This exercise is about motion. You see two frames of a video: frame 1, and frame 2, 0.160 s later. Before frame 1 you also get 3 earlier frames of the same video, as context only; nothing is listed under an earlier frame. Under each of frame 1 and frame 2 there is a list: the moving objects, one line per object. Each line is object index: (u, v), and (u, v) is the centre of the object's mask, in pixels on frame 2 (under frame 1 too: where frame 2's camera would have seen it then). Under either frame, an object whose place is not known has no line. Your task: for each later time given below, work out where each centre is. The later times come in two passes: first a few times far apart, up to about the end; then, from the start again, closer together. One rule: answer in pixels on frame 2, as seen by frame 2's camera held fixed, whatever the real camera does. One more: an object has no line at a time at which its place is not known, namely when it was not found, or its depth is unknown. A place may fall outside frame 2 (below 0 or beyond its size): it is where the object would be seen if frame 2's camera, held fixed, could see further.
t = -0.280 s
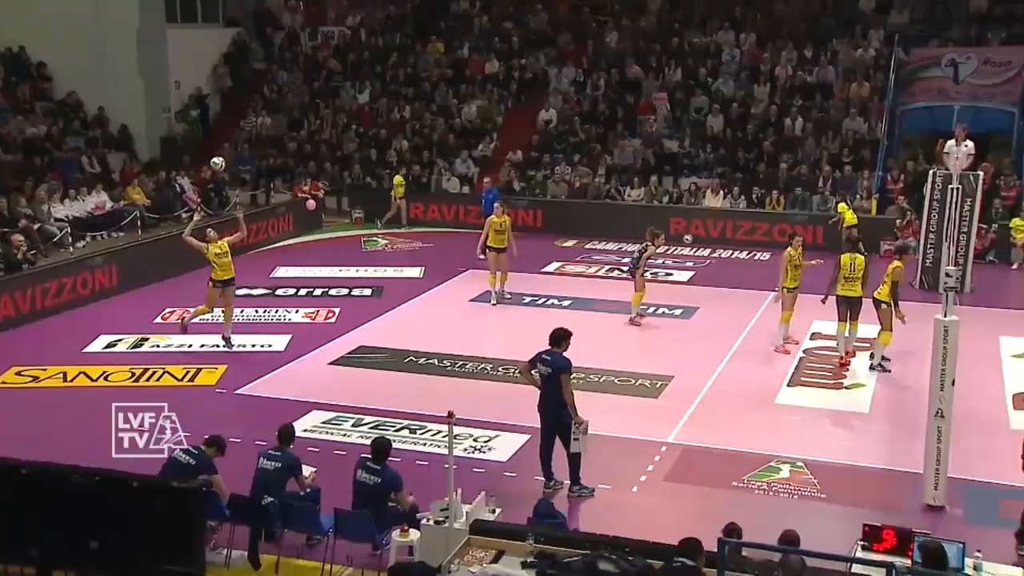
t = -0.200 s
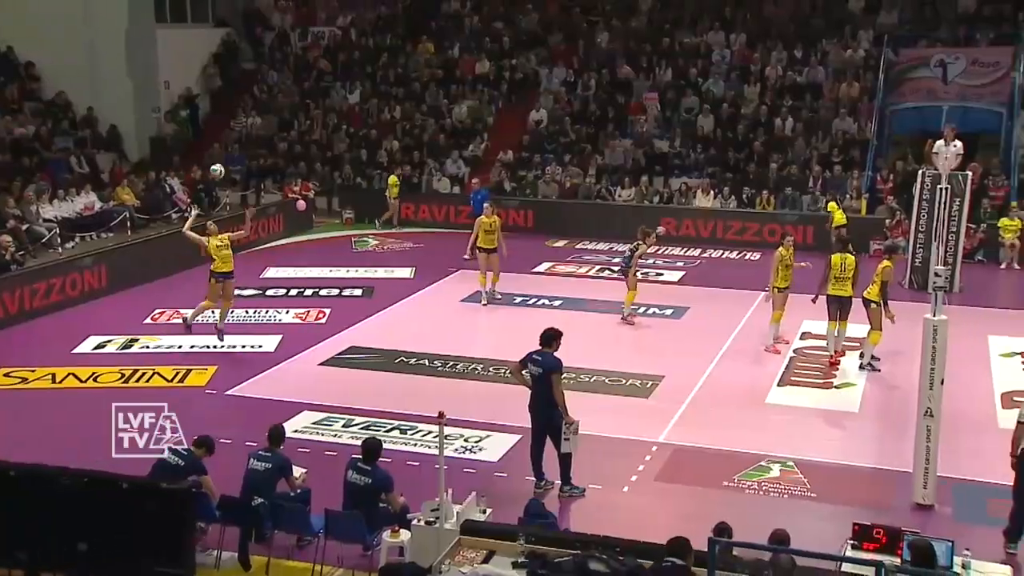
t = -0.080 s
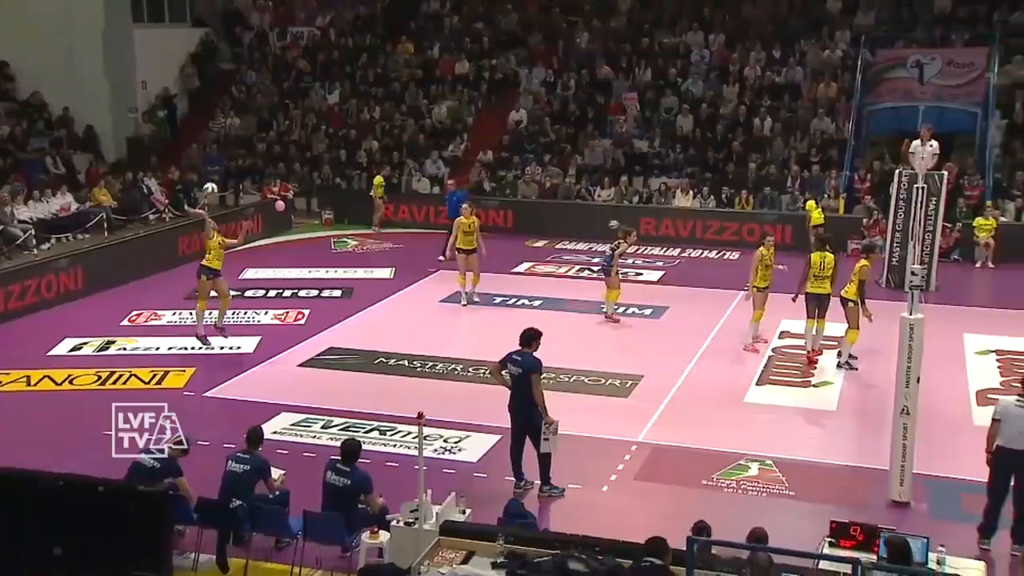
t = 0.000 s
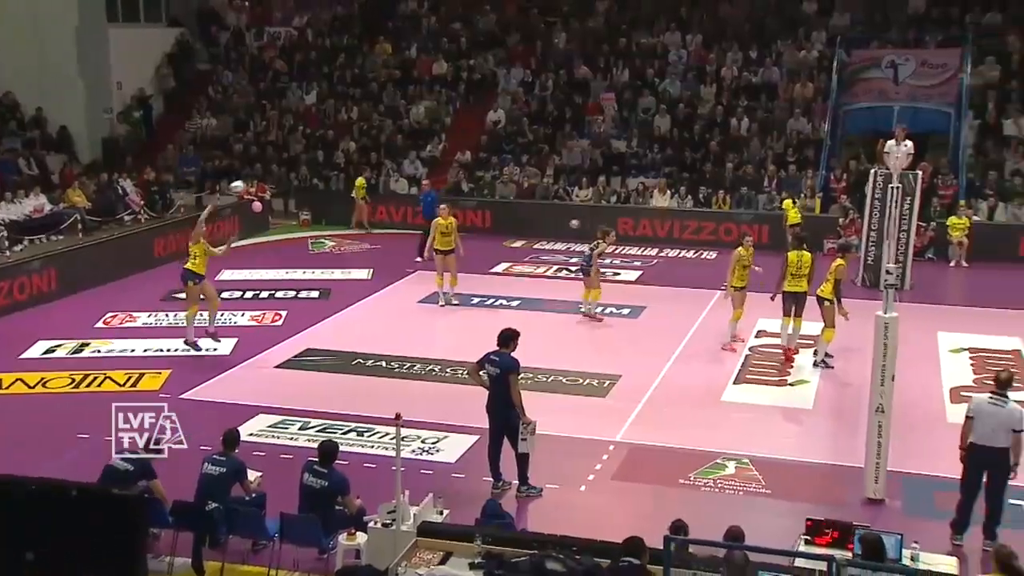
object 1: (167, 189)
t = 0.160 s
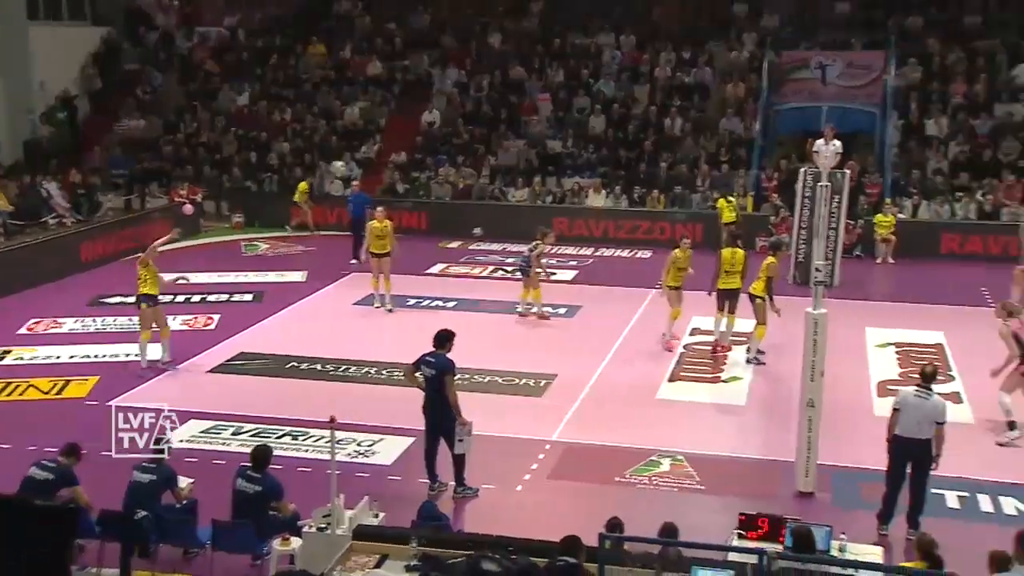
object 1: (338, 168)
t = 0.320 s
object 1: (506, 168)
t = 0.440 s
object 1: (634, 180)
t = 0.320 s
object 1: (506, 168)
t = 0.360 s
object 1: (549, 171)
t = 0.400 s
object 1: (591, 174)
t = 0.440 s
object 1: (634, 180)
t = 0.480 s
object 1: (675, 186)
